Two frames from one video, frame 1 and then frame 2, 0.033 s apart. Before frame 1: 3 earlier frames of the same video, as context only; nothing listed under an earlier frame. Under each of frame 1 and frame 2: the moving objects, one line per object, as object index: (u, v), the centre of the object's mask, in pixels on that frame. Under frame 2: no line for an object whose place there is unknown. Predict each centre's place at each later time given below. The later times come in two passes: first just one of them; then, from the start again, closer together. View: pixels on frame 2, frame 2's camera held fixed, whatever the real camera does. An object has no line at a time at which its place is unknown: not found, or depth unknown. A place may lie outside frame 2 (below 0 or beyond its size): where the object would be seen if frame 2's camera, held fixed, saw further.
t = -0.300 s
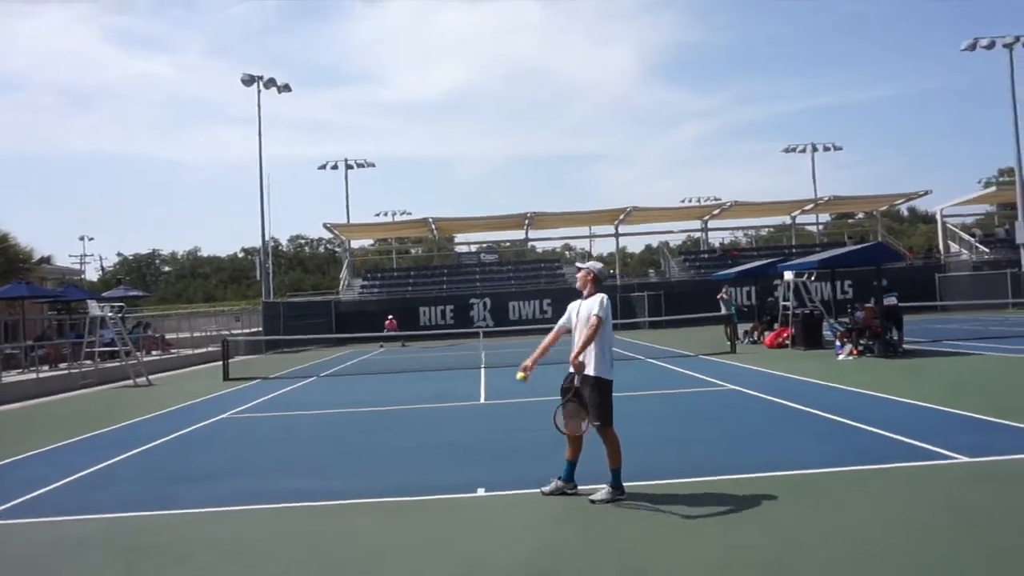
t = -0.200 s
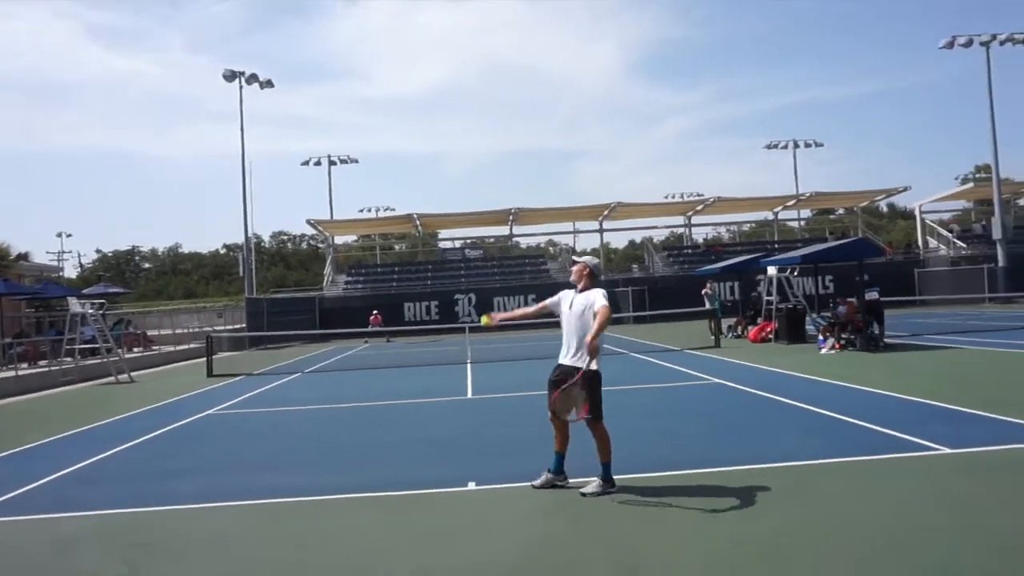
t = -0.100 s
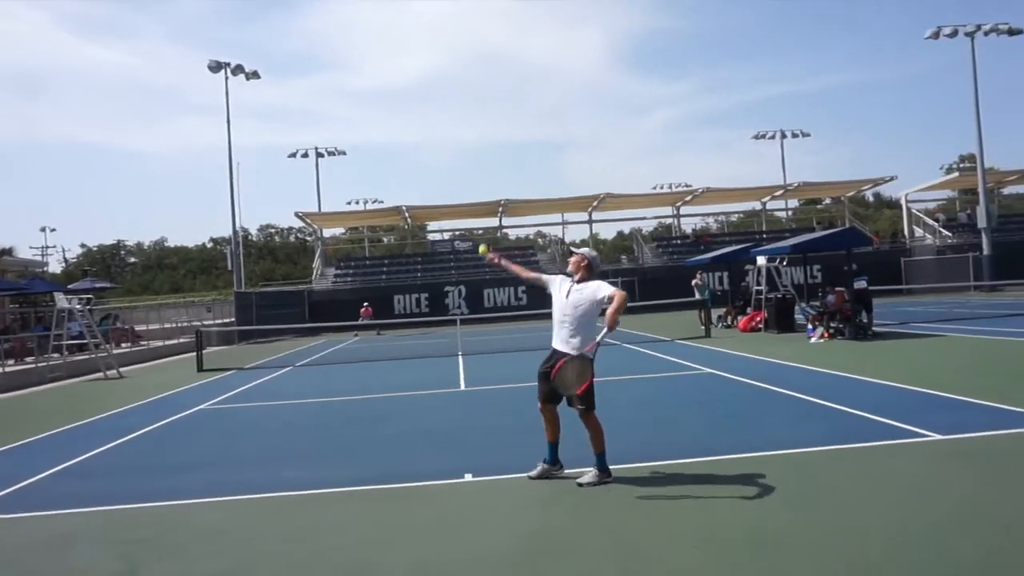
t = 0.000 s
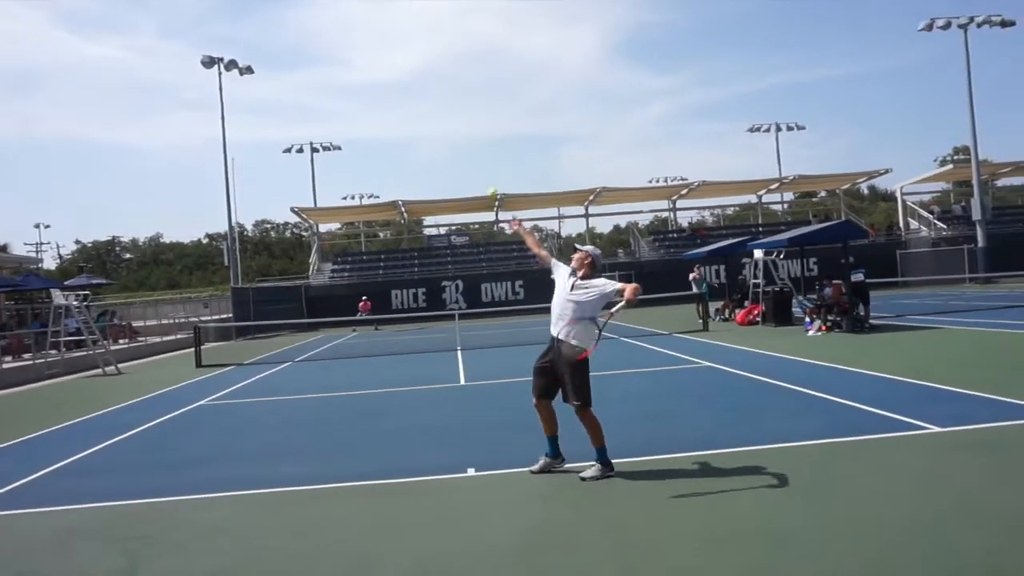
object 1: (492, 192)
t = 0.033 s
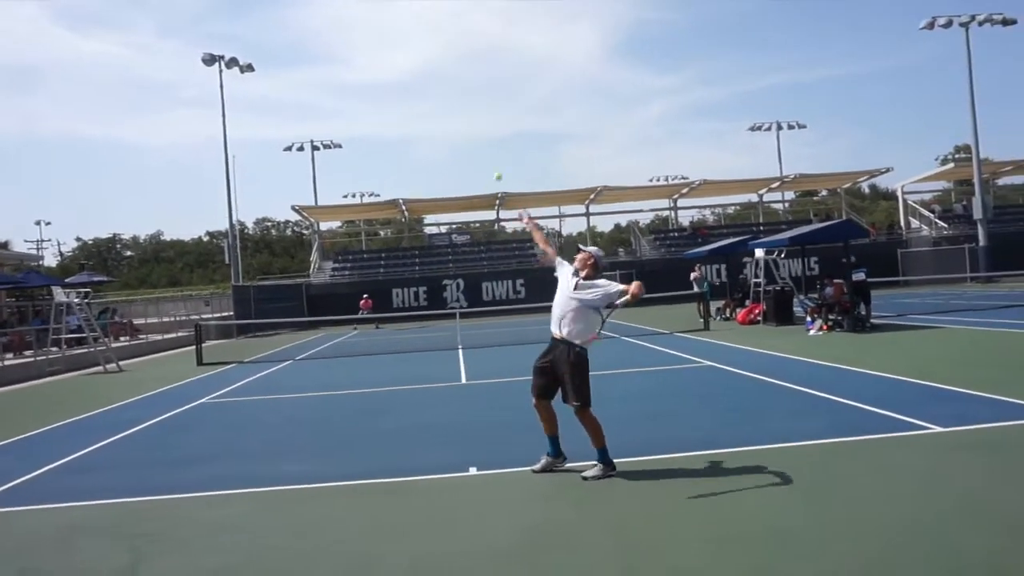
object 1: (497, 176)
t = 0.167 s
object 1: (512, 132)
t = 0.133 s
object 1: (509, 140)
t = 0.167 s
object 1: (512, 132)
